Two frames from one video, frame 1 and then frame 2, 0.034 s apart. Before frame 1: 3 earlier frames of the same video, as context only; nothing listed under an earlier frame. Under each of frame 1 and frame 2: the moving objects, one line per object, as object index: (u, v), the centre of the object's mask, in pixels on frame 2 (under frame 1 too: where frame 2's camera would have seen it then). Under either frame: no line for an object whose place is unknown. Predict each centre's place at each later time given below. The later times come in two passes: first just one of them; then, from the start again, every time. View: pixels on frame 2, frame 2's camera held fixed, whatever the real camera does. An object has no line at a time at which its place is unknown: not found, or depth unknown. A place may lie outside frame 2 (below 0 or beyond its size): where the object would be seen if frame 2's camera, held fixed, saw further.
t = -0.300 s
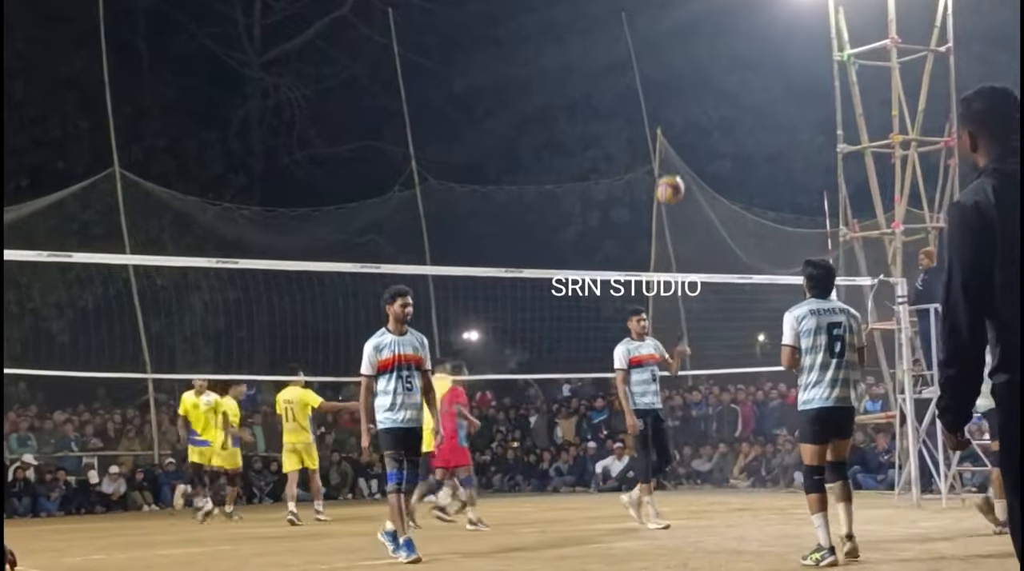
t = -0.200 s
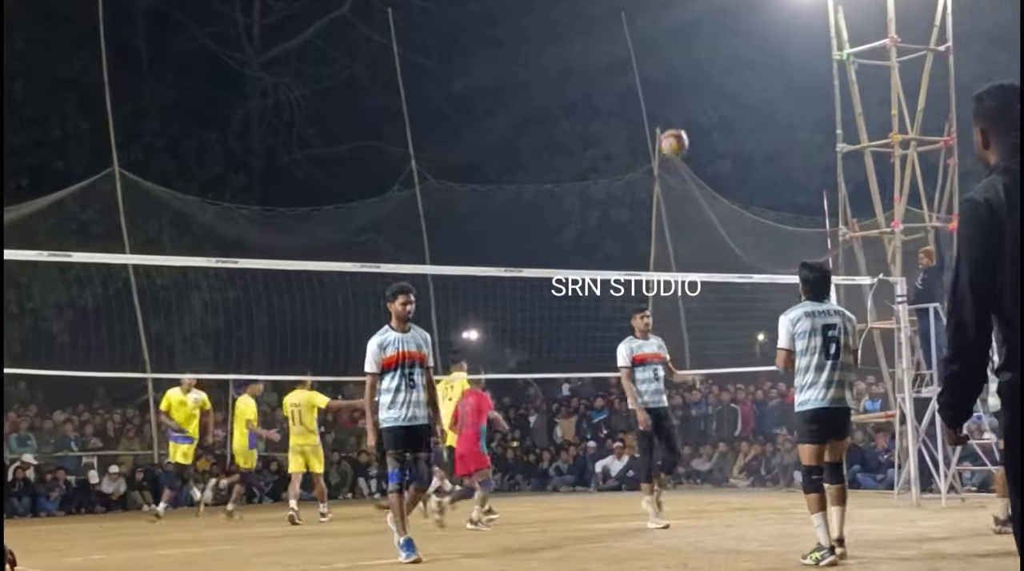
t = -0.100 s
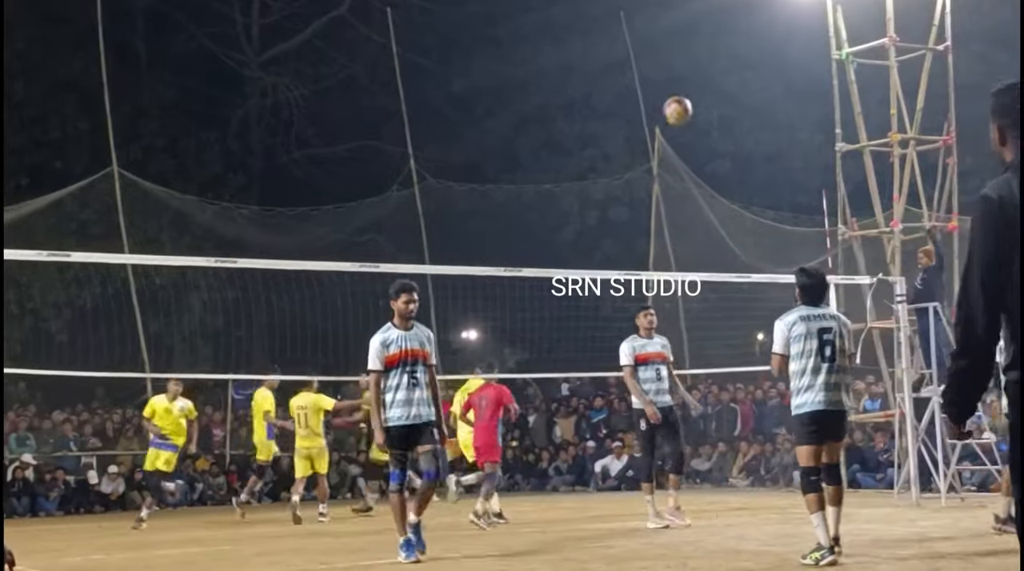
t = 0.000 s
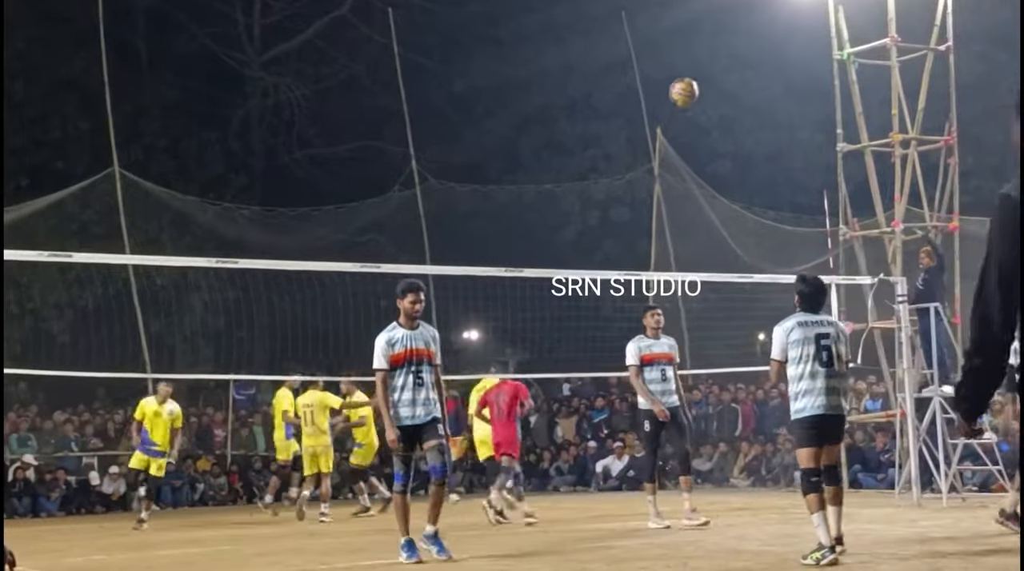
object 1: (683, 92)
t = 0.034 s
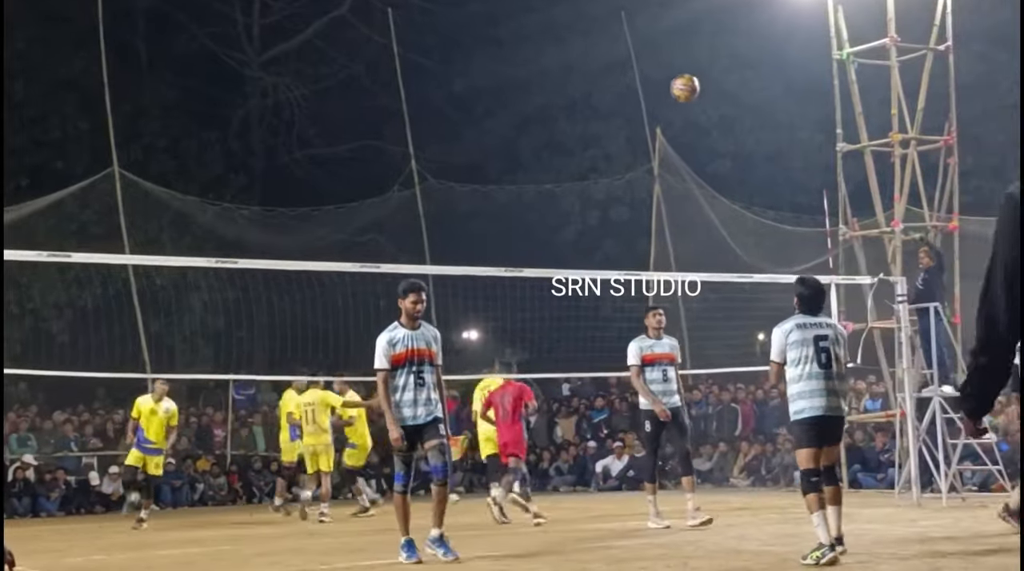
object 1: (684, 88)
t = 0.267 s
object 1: (699, 101)
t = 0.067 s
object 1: (687, 86)
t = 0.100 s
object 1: (688, 86)
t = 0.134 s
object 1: (691, 86)
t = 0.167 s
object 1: (693, 88)
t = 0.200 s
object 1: (695, 91)
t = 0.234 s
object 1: (697, 96)
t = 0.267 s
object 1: (699, 101)
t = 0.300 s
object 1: (701, 109)
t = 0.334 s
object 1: (703, 118)
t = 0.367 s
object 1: (706, 129)
